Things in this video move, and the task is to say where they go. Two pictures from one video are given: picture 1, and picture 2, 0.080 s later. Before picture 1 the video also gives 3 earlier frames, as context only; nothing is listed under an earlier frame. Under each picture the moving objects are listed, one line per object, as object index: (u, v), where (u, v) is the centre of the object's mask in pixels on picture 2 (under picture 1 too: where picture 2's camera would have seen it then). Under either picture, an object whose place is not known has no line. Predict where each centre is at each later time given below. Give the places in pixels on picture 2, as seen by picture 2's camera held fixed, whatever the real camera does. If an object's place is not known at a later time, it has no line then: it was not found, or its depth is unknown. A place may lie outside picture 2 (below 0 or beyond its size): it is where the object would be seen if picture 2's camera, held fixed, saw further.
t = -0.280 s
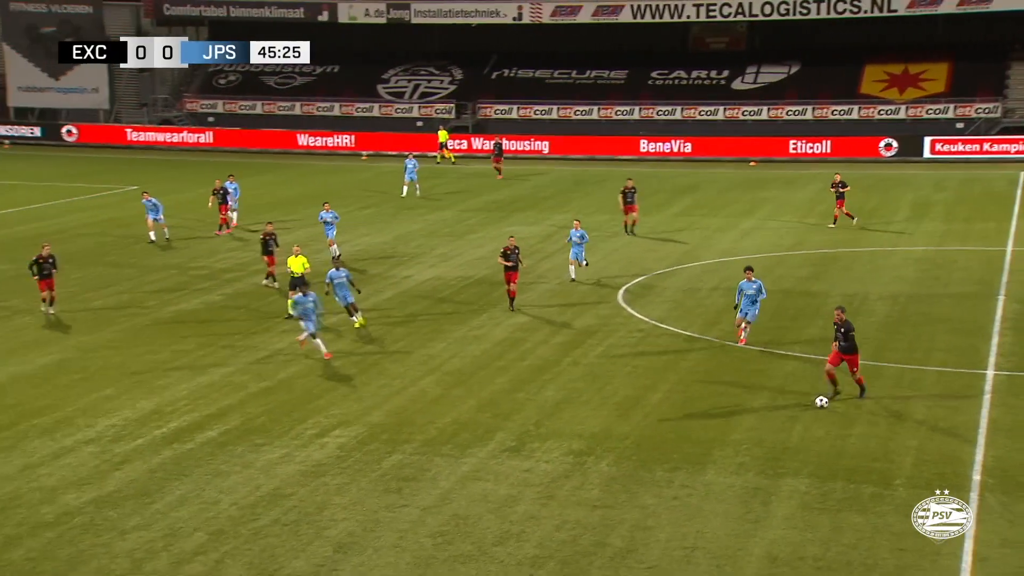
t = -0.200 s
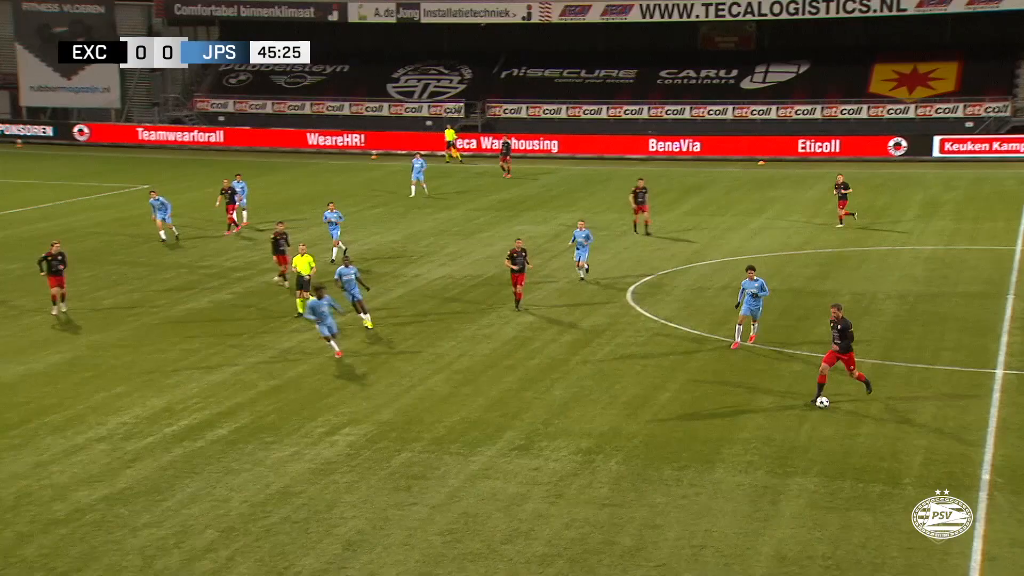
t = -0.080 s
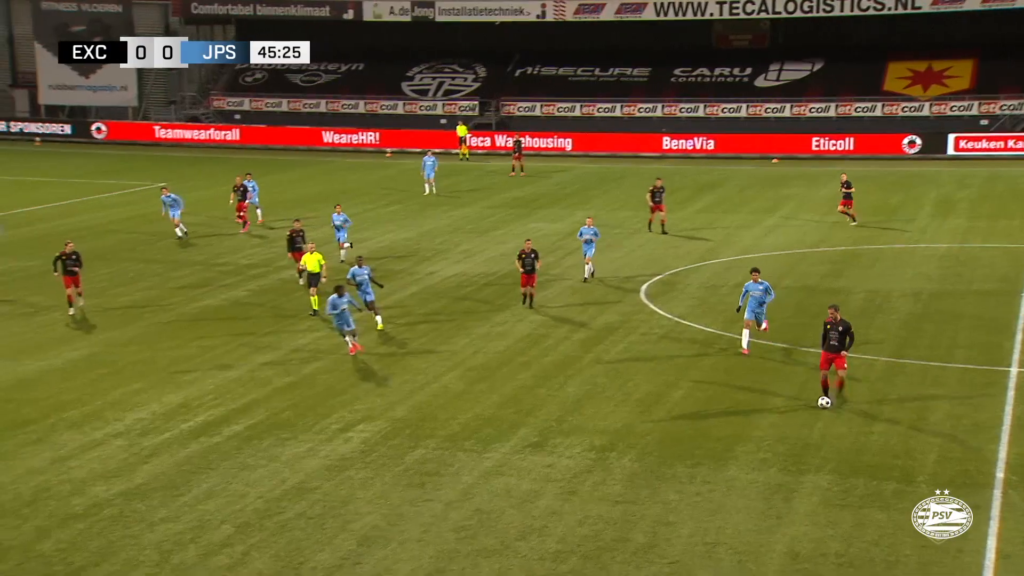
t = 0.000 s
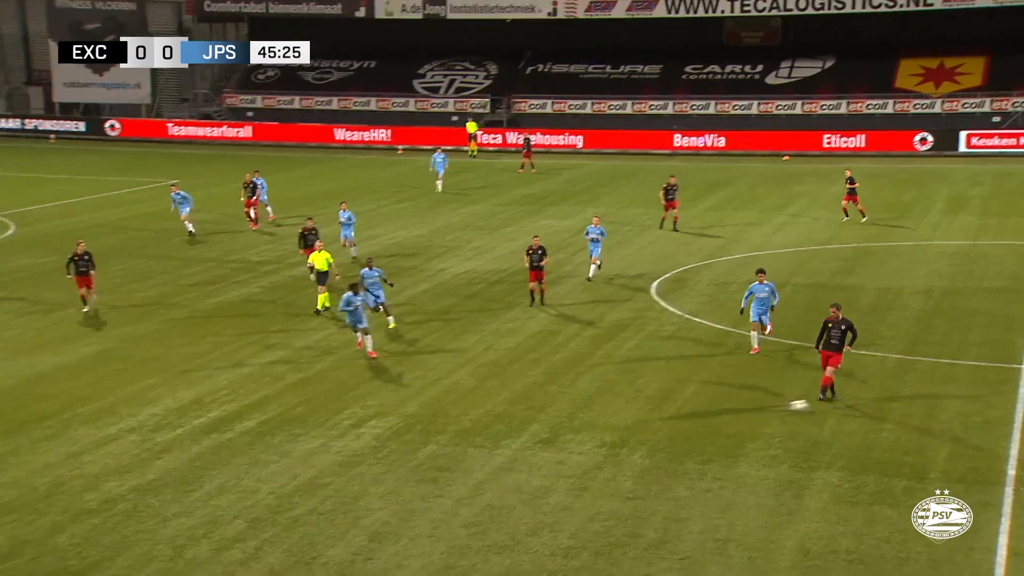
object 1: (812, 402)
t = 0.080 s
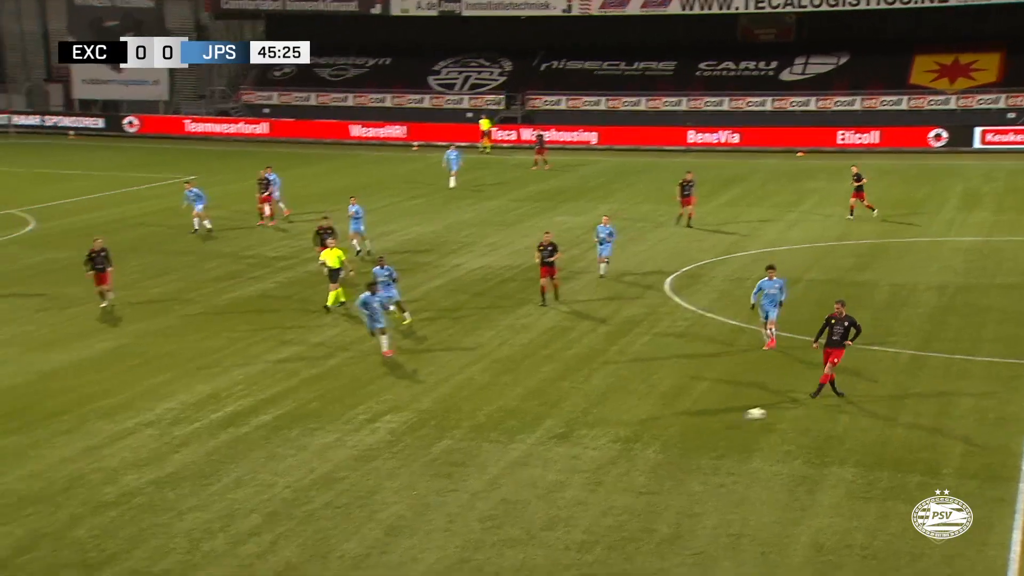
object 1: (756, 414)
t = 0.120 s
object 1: (726, 422)
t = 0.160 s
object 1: (696, 432)
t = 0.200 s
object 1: (665, 441)
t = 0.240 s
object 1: (635, 446)
